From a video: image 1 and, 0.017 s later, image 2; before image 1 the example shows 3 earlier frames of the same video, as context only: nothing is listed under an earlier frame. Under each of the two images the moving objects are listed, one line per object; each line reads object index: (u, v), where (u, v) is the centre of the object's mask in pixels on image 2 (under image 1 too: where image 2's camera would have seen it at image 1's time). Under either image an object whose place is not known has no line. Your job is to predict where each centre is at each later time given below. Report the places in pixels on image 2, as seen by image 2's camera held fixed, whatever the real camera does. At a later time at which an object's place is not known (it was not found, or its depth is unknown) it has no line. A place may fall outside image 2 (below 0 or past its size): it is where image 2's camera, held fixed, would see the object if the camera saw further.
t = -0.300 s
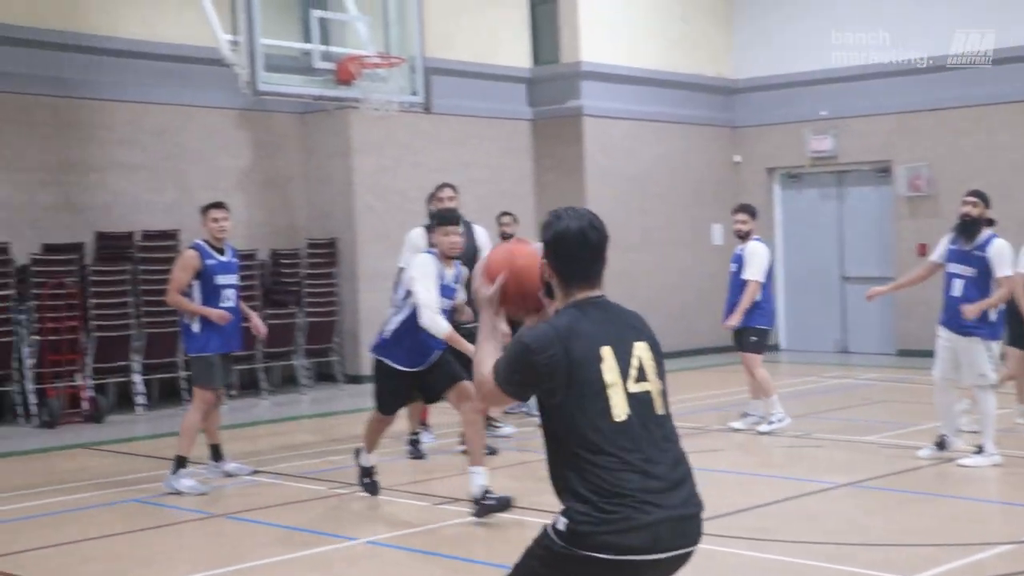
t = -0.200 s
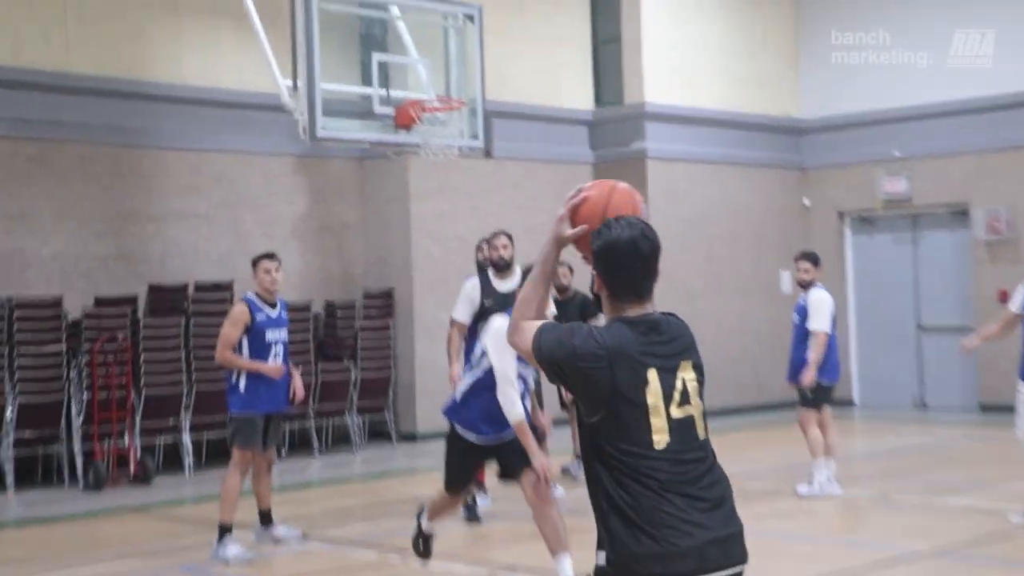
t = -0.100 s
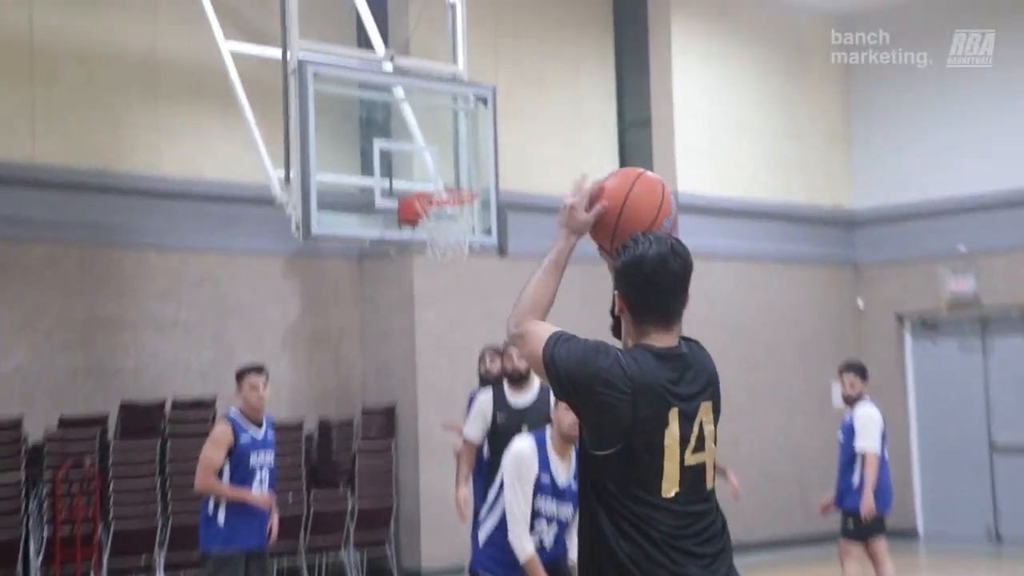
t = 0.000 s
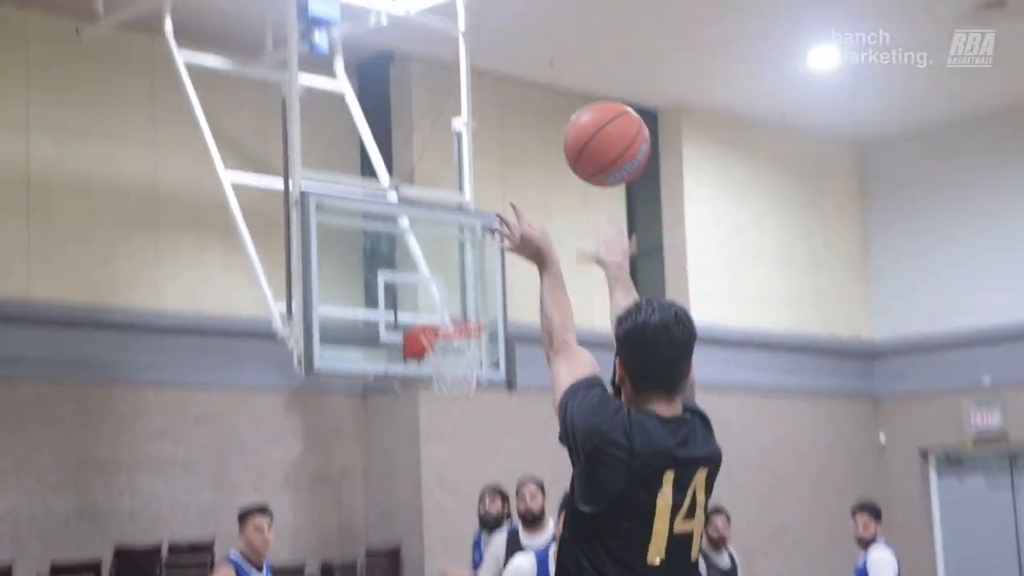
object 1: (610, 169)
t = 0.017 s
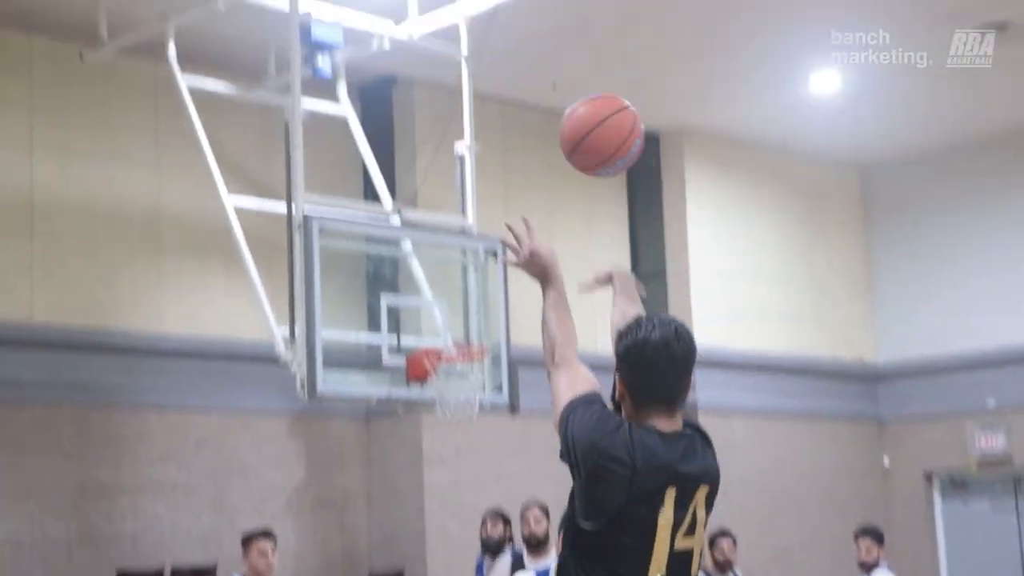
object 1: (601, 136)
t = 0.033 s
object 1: (593, 104)
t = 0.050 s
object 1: (586, 76)
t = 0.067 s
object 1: (580, 49)
